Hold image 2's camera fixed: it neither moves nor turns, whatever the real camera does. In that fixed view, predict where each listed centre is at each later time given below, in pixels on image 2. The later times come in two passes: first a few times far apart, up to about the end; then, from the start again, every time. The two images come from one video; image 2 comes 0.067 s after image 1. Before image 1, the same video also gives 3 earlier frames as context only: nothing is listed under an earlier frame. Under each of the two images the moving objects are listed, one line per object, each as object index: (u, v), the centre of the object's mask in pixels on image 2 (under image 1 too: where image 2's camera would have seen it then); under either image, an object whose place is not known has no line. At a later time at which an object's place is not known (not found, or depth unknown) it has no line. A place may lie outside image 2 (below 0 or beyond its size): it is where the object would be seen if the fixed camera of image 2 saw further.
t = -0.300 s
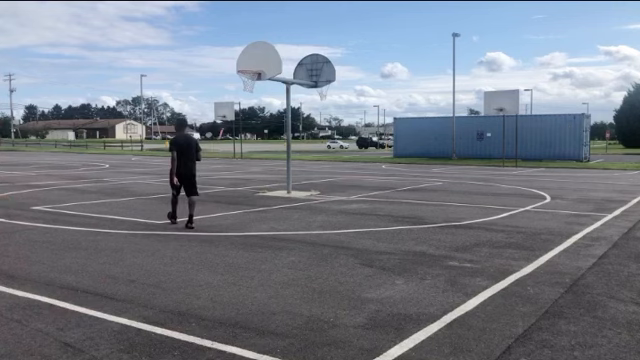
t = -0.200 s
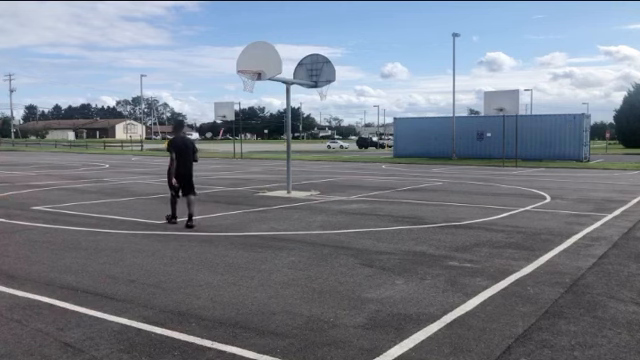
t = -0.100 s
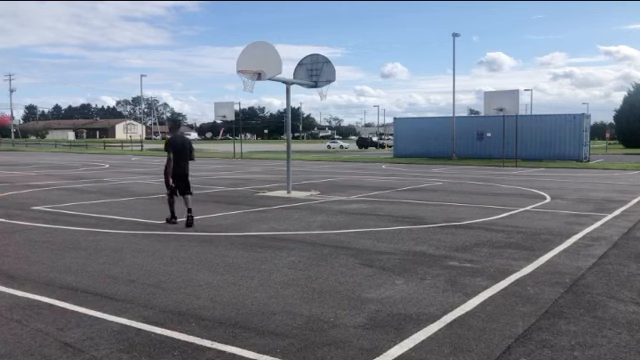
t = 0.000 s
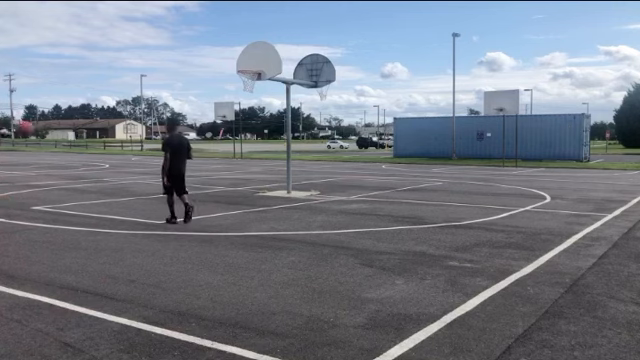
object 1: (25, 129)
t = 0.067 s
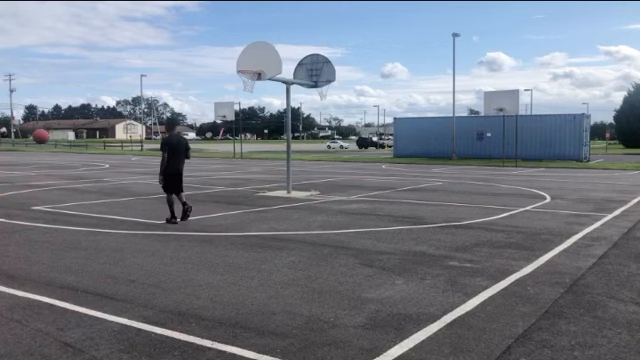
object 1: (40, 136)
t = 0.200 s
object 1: (71, 159)
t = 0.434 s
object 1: (121, 207)
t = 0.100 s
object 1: (48, 142)
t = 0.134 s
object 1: (56, 146)
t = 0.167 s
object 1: (63, 152)
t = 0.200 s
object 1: (71, 159)
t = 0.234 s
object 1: (79, 167)
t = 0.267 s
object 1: (87, 175)
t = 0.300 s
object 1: (94, 183)
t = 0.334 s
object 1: (103, 192)
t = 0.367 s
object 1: (109, 202)
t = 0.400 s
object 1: (116, 213)
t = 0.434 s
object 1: (121, 207)
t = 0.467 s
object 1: (126, 199)
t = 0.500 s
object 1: (130, 190)
